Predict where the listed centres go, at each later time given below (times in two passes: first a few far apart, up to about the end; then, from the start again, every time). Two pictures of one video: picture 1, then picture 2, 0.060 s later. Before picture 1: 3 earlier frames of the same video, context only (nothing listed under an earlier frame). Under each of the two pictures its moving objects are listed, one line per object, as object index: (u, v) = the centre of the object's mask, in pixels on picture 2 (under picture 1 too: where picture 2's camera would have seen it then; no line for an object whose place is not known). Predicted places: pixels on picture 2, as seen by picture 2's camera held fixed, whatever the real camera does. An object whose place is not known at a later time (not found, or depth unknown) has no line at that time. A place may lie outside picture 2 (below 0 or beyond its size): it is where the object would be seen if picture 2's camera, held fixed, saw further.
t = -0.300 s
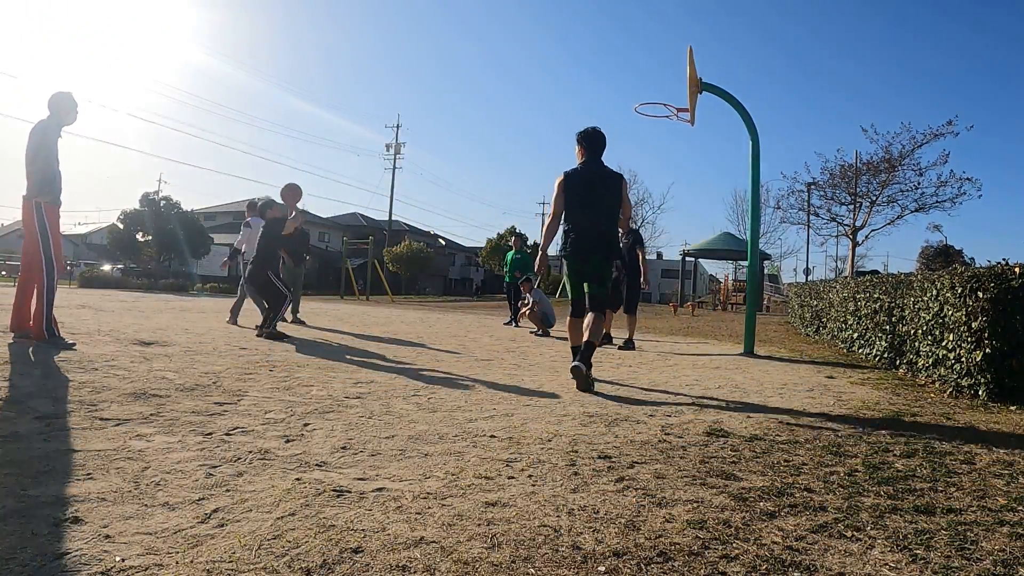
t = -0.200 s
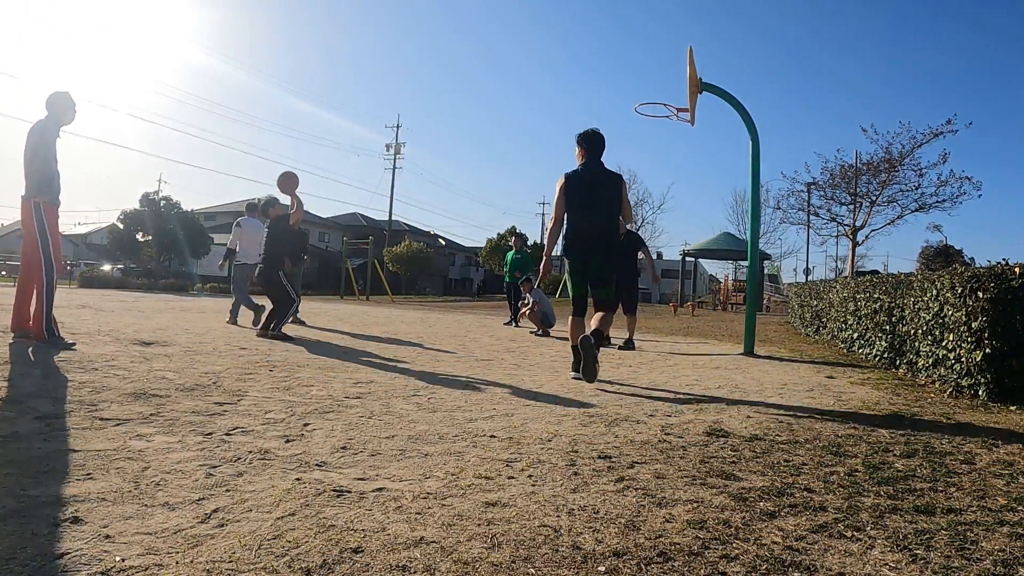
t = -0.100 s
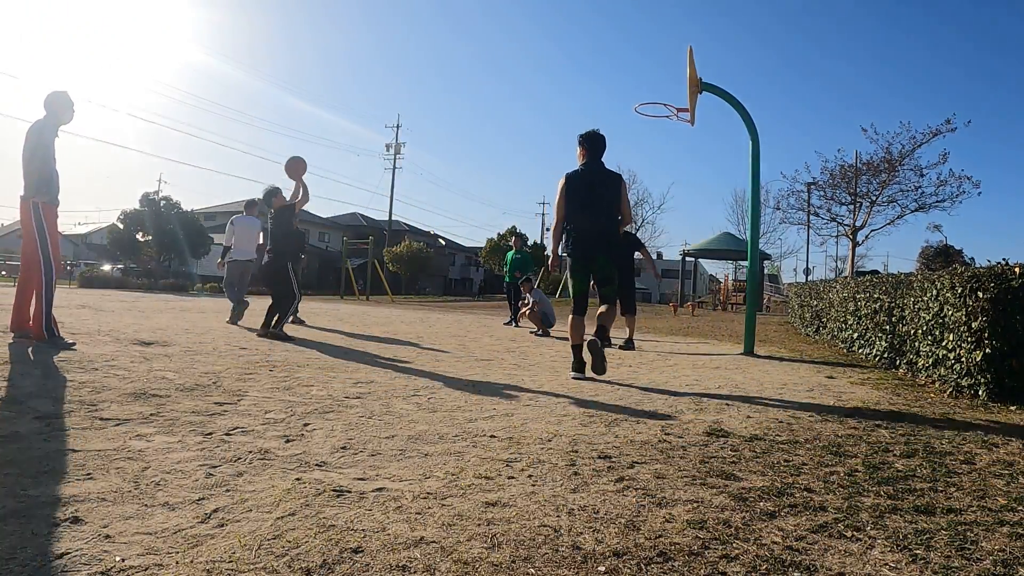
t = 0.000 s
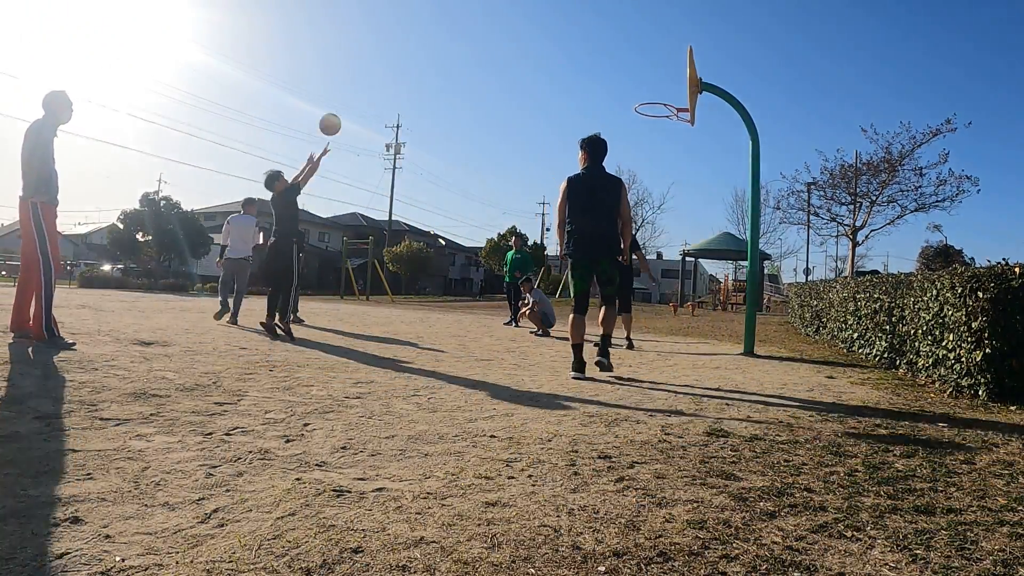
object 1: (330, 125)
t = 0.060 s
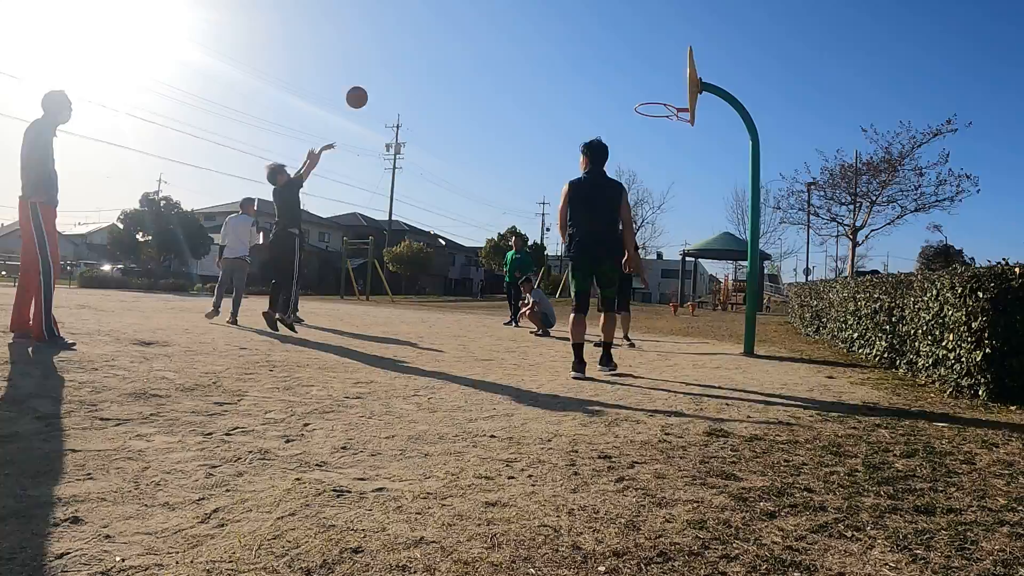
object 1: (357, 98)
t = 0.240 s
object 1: (431, 39)
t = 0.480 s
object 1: (517, 8)
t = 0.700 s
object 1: (584, 17)
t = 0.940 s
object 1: (650, 66)
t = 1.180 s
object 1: (676, 134)
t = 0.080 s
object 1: (365, 89)
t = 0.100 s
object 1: (374, 82)
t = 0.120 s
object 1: (383, 74)
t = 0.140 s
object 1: (391, 67)
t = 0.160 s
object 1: (399, 61)
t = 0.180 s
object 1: (408, 55)
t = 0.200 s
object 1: (416, 49)
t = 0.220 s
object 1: (424, 44)
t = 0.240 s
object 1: (431, 39)
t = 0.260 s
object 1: (439, 34)
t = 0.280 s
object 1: (447, 30)
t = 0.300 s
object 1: (454, 26)
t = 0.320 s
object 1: (461, 23)
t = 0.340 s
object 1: (469, 19)
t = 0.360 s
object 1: (476, 17)
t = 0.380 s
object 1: (483, 14)
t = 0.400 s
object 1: (490, 12)
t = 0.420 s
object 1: (497, 10)
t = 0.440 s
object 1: (503, 10)
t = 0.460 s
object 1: (510, 9)
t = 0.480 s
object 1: (517, 8)
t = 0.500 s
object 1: (523, 8)
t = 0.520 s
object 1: (530, 8)
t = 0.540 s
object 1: (536, 8)
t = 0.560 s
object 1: (542, 8)
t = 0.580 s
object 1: (549, 8)
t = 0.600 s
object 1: (555, 9)
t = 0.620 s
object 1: (561, 10)
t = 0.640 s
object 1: (567, 11)
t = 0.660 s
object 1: (573, 13)
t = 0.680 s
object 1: (579, 15)
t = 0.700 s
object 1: (584, 17)
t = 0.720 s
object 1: (590, 19)
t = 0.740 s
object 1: (596, 22)
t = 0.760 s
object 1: (602, 25)
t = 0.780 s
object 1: (607, 29)
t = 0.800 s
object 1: (613, 32)
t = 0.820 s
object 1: (618, 36)
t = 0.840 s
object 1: (624, 41)
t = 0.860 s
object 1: (629, 45)
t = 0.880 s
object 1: (634, 50)
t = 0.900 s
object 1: (639, 55)
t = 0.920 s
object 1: (645, 60)
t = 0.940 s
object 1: (650, 66)
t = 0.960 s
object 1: (655, 72)
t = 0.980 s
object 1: (660, 78)
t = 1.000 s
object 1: (665, 85)
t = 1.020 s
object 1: (670, 92)
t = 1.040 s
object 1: (675, 99)
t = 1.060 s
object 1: (680, 106)
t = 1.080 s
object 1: (682, 112)
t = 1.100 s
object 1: (679, 118)
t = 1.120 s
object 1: (678, 122)
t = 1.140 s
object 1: (677, 125)
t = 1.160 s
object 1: (677, 129)
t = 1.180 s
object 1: (676, 134)
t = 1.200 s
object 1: (676, 138)
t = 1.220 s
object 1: (675, 143)
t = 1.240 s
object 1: (675, 149)
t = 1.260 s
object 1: (674, 154)
